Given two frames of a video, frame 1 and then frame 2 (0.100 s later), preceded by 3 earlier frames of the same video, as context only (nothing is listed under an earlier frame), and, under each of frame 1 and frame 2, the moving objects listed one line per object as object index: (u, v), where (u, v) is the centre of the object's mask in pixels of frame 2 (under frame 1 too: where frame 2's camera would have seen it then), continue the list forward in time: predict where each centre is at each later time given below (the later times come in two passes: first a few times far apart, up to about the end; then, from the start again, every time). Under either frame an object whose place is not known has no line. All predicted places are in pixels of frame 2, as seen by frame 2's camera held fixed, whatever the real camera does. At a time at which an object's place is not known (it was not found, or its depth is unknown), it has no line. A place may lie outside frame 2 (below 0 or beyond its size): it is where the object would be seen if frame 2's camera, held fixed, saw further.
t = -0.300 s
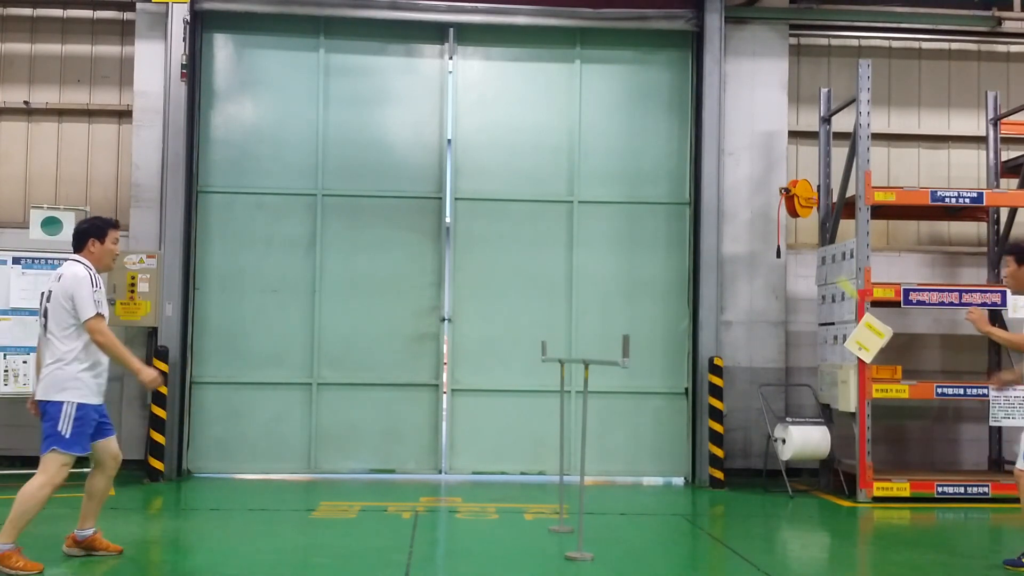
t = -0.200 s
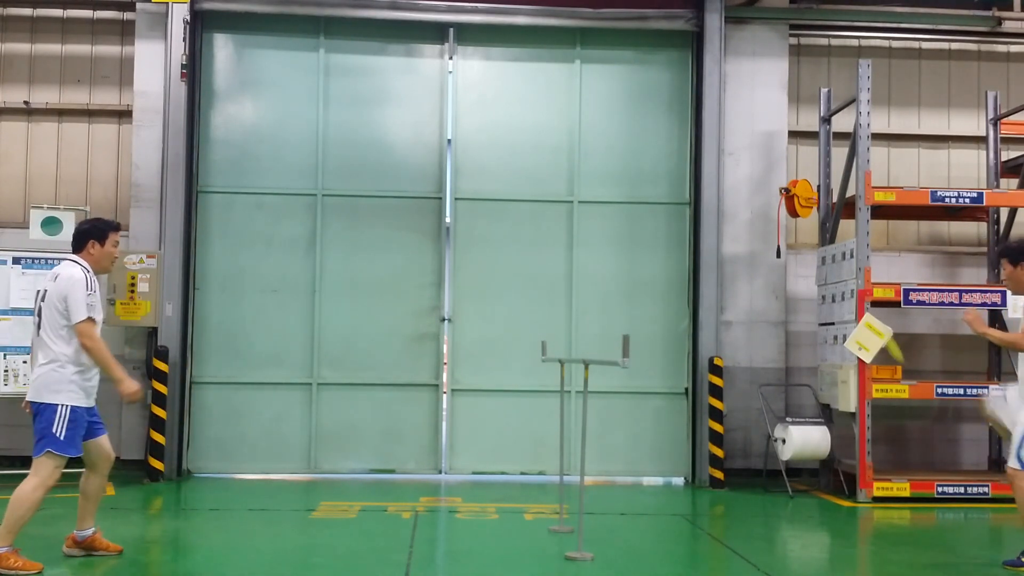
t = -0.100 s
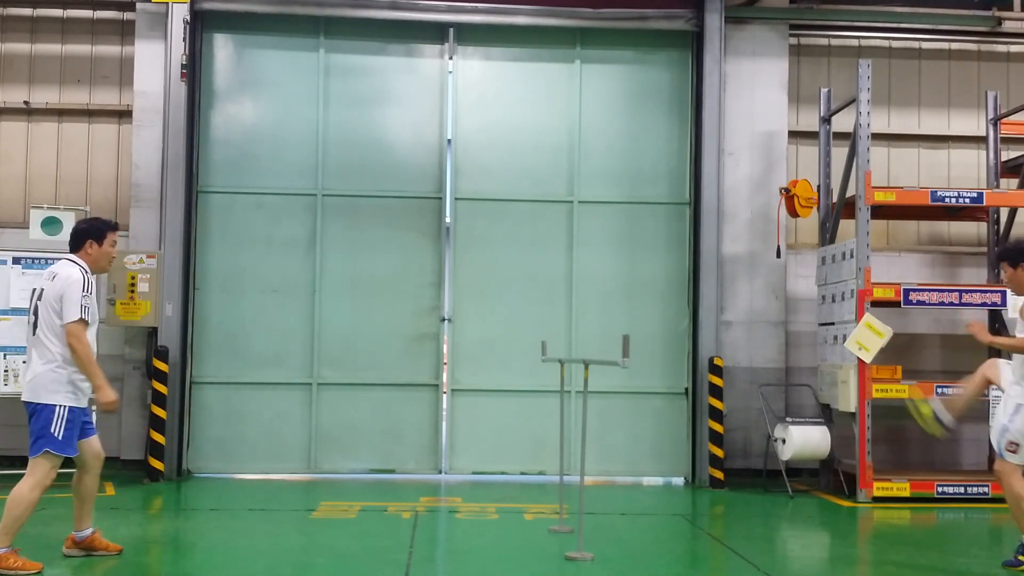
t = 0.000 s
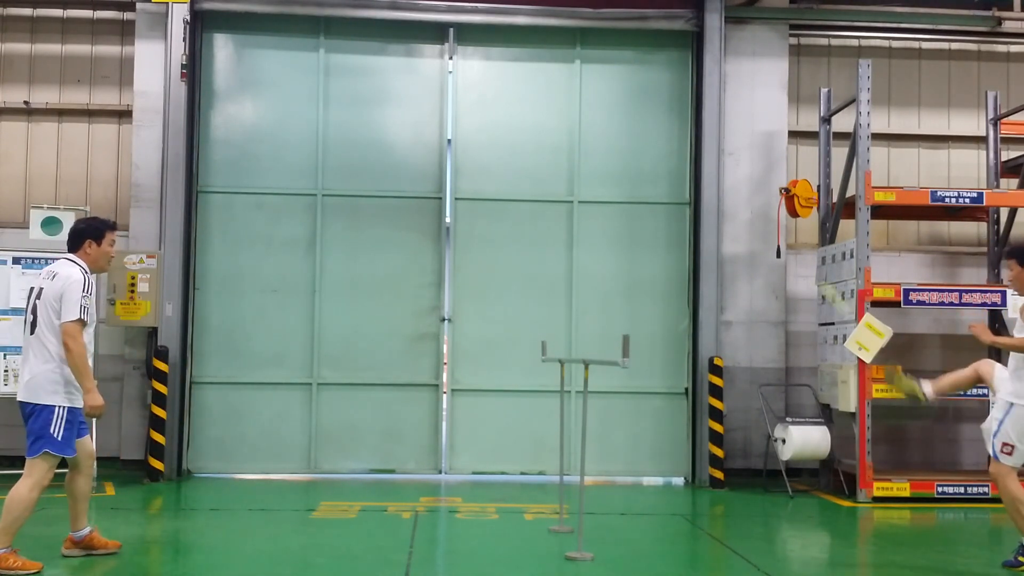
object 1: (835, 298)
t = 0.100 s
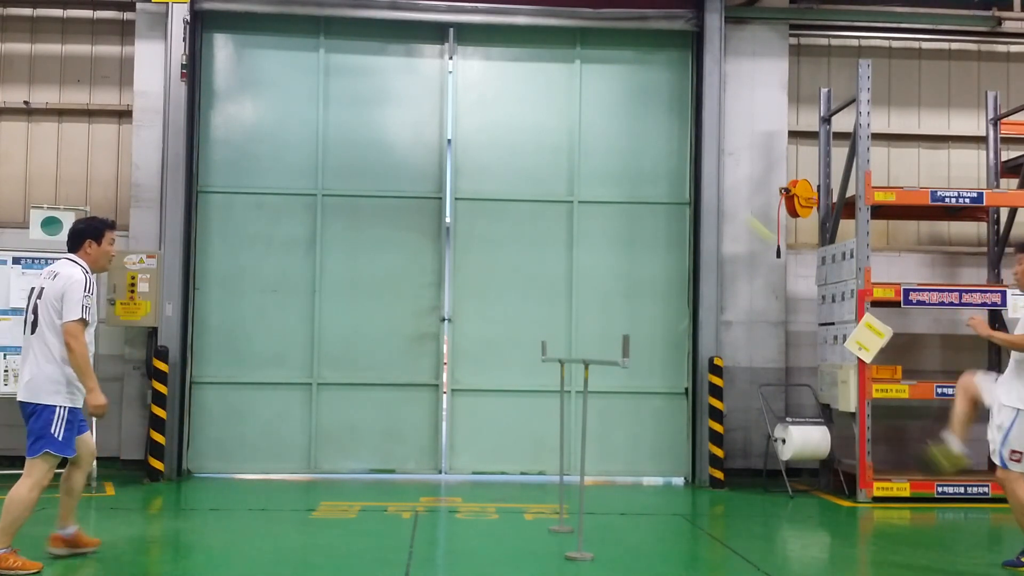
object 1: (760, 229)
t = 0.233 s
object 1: (667, 159)
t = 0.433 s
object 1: (528, 122)
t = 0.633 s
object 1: (400, 166)
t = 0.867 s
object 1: (259, 322)
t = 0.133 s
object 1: (737, 209)
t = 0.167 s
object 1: (710, 188)
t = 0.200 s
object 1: (689, 173)
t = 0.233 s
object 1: (667, 159)
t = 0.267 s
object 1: (643, 146)
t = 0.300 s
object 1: (620, 137)
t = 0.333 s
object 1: (598, 130)
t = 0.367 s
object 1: (575, 125)
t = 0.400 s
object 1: (553, 123)
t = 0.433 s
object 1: (528, 122)
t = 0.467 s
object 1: (506, 124)
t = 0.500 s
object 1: (484, 129)
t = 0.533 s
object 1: (463, 135)
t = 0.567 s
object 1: (442, 144)
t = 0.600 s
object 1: (422, 154)
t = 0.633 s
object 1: (400, 166)
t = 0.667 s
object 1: (379, 181)
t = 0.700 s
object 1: (358, 198)
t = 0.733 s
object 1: (338, 218)
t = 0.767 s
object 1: (318, 241)
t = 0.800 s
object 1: (298, 265)
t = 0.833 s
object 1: (278, 293)
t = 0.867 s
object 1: (259, 322)
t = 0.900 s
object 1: (240, 352)
